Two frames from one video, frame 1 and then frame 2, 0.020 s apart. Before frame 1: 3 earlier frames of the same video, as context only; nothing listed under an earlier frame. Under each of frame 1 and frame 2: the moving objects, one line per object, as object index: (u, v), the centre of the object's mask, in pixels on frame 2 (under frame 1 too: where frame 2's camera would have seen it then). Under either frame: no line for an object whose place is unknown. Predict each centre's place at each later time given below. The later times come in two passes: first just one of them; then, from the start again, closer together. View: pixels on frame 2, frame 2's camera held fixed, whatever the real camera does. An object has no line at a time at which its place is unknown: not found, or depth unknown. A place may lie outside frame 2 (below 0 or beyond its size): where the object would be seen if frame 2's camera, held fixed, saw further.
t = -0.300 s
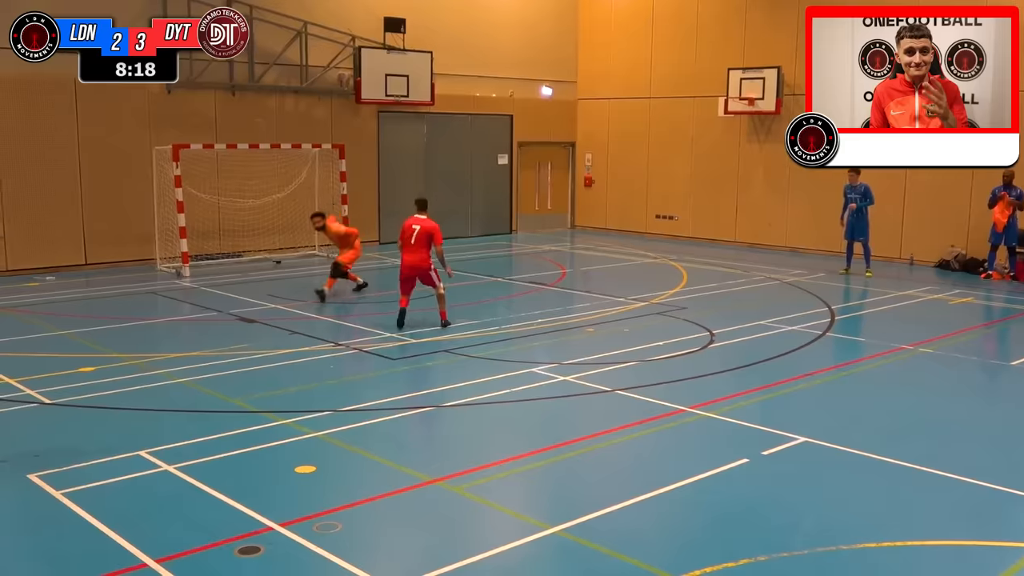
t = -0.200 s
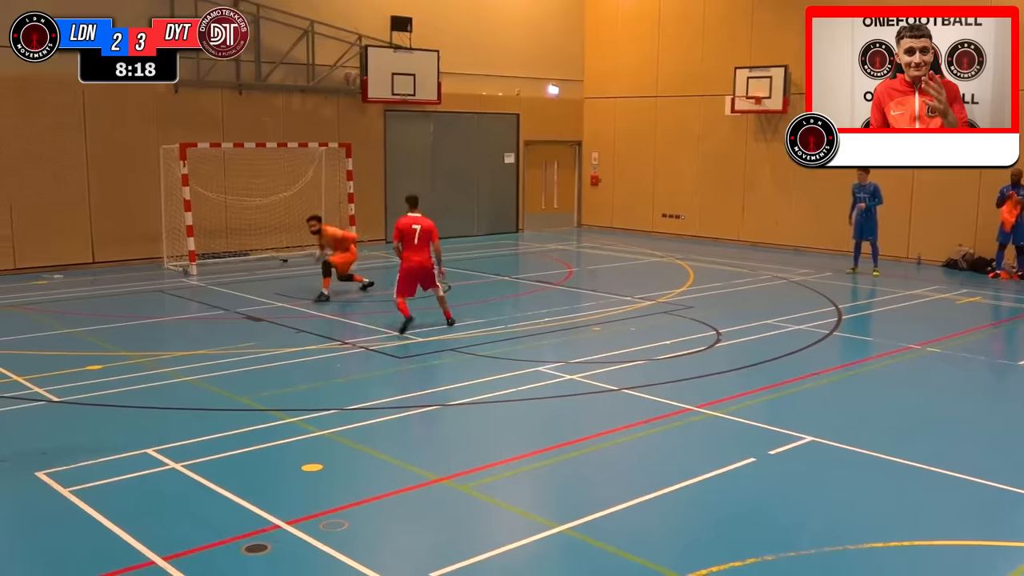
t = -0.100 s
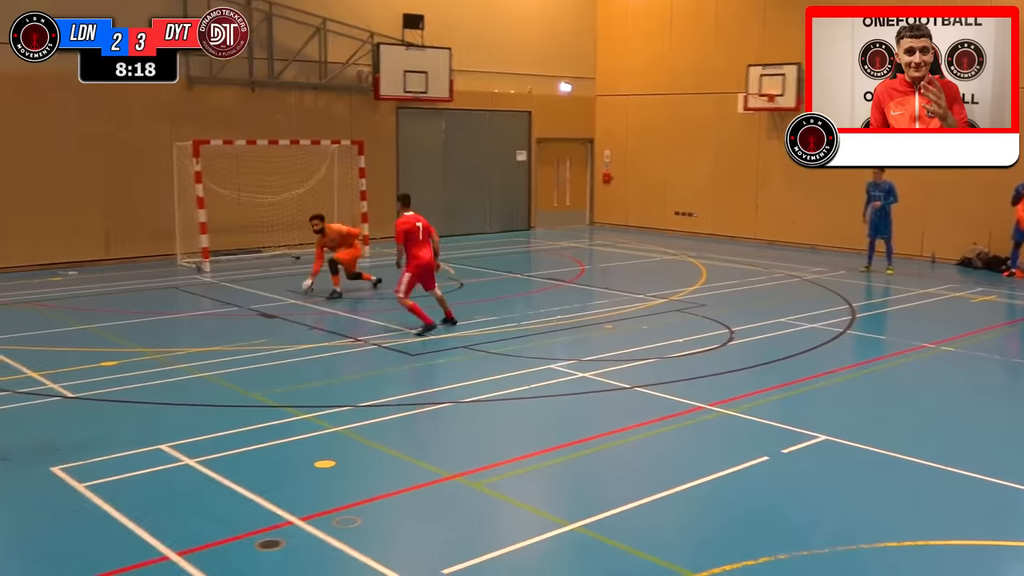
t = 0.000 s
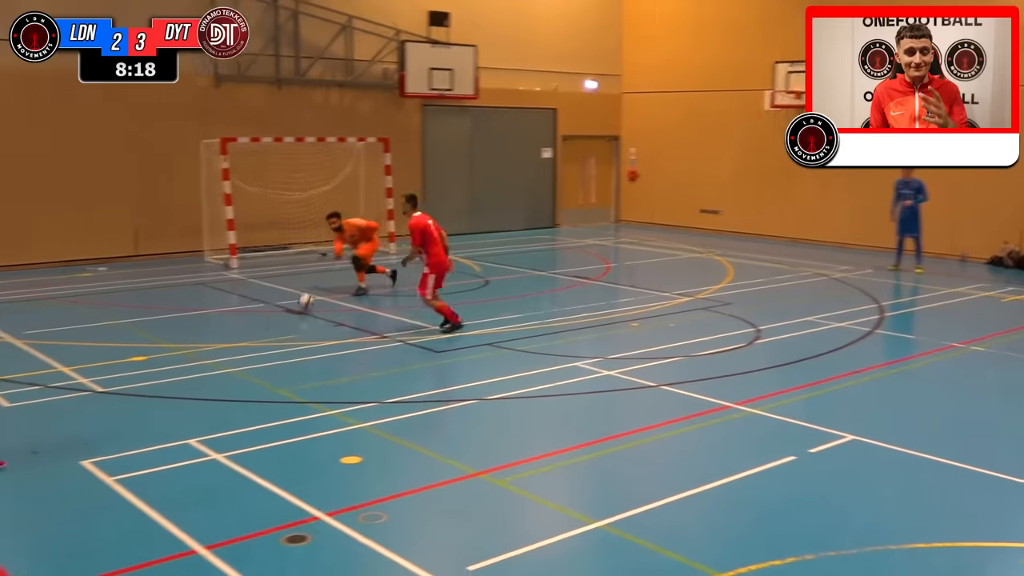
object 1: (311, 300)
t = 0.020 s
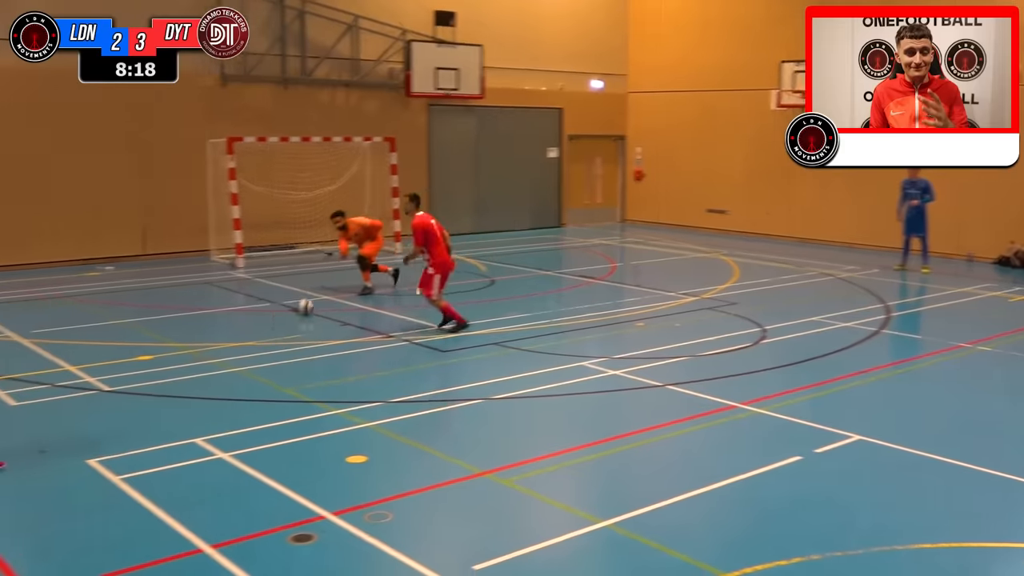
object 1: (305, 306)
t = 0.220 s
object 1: (243, 337)
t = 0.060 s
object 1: (294, 311)
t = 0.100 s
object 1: (283, 317)
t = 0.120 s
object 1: (276, 321)
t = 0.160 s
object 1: (264, 329)
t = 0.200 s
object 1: (250, 334)
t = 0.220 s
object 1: (243, 337)
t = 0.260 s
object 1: (231, 347)
